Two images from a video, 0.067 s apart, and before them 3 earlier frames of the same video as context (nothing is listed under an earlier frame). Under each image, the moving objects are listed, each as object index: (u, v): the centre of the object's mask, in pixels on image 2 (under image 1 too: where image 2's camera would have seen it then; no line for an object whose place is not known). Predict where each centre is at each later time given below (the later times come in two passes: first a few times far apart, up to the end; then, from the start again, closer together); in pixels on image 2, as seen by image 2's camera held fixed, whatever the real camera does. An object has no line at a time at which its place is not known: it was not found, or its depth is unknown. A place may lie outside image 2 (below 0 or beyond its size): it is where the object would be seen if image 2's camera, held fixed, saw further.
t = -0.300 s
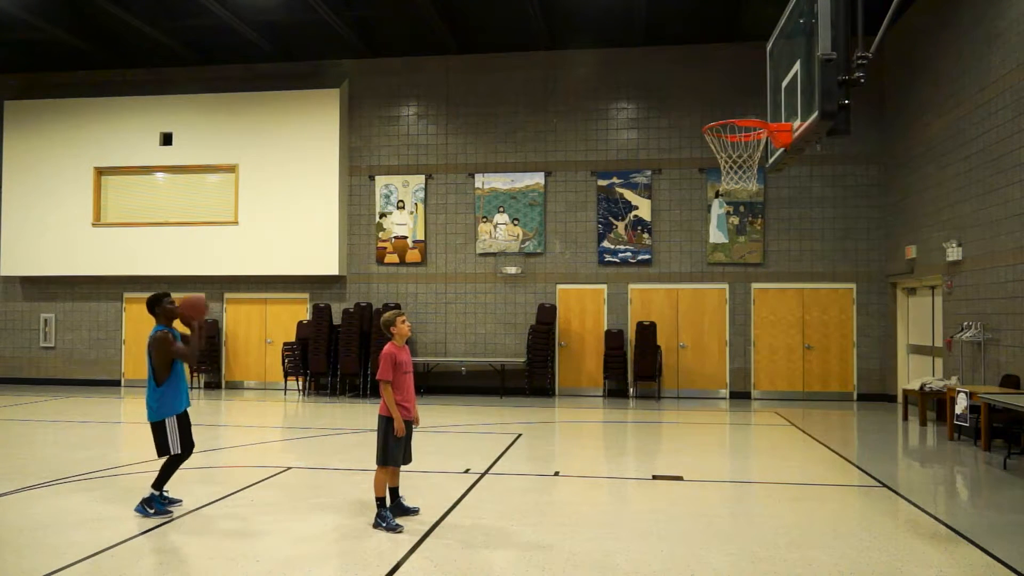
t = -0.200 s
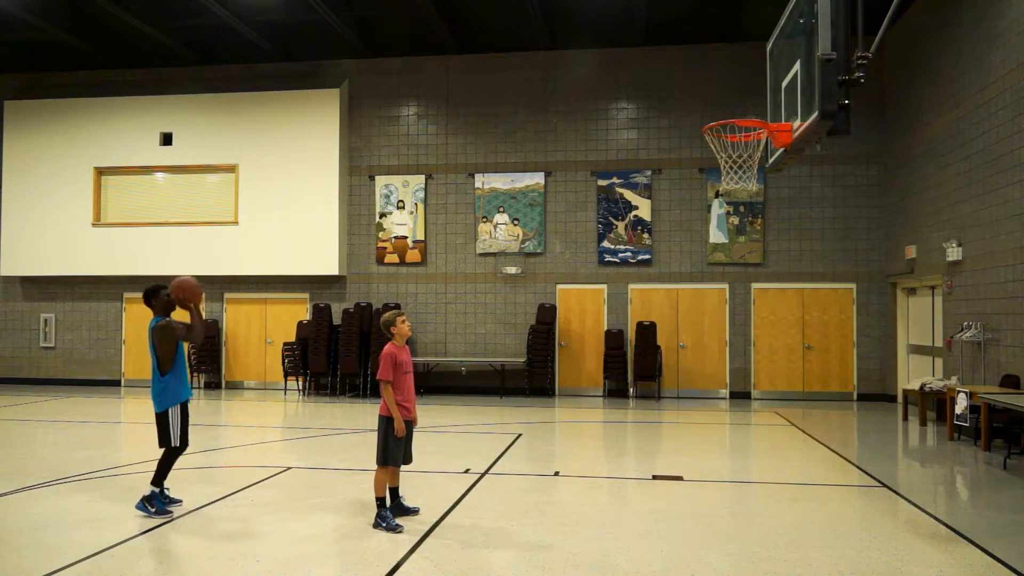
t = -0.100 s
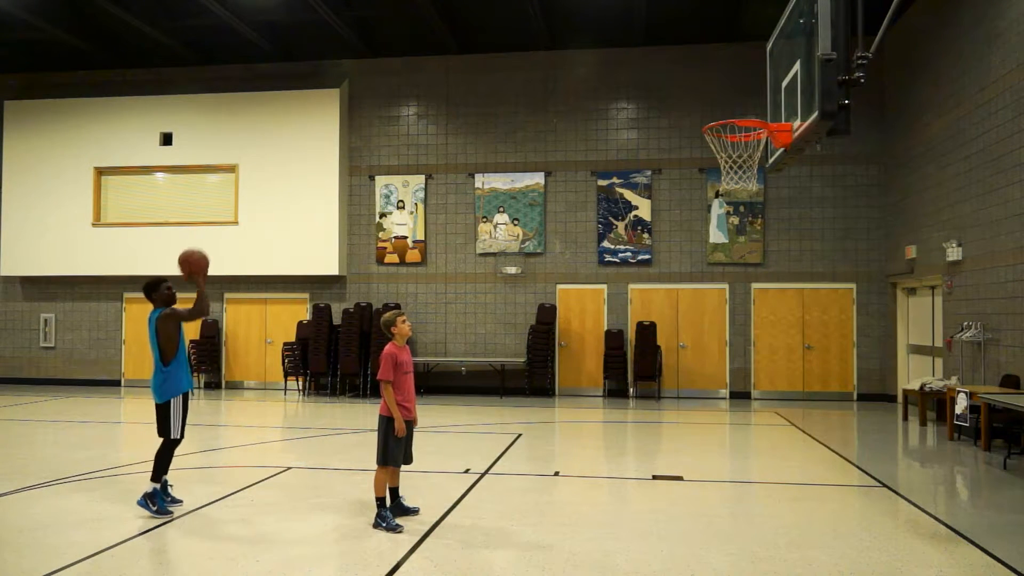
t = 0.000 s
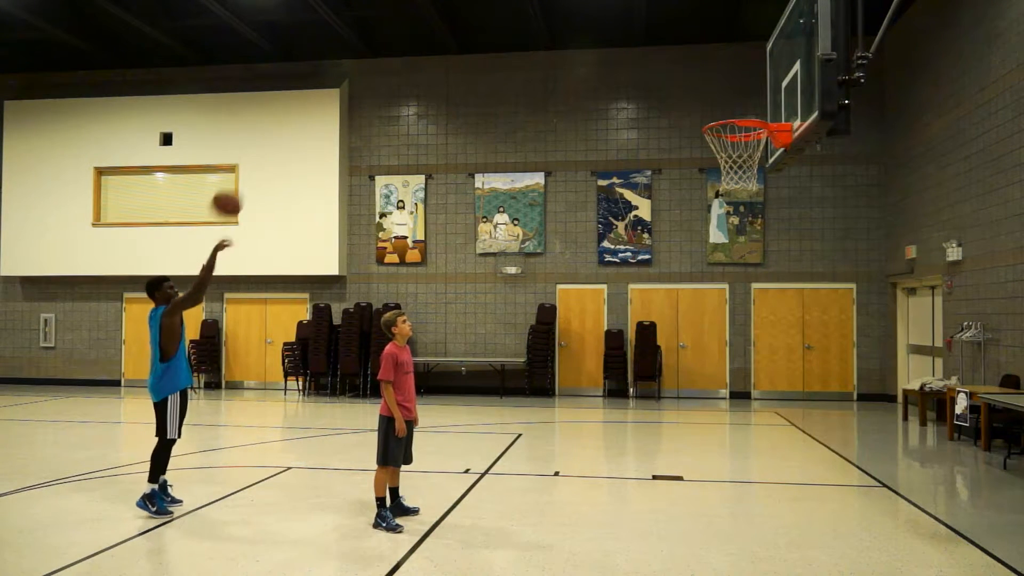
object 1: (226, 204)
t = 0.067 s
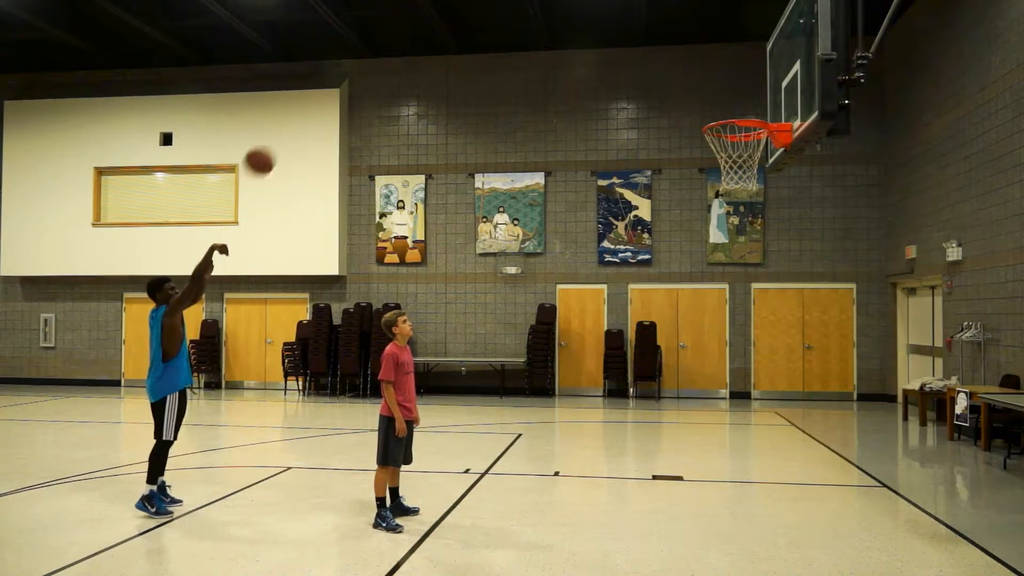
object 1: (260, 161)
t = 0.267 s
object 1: (357, 65)
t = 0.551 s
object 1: (496, 11)
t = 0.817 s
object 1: (630, 47)
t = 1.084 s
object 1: (760, 163)
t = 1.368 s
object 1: (823, 262)
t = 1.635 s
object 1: (885, 460)
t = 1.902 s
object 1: (891, 414)
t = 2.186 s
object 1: (878, 339)
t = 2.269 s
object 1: (875, 337)
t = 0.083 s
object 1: (267, 151)
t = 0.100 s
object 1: (276, 142)
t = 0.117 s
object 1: (284, 133)
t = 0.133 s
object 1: (292, 124)
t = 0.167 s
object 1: (308, 107)
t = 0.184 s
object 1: (317, 98)
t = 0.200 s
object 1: (325, 91)
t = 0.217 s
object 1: (333, 83)
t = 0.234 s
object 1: (341, 76)
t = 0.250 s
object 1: (349, 70)
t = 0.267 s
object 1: (357, 65)
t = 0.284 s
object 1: (365, 59)
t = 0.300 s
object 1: (374, 52)
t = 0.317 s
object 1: (383, 47)
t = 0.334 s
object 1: (390, 42)
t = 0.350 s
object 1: (399, 38)
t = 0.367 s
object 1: (406, 34)
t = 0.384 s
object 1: (415, 30)
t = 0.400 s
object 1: (423, 26)
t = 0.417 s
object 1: (431, 23)
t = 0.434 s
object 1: (439, 20)
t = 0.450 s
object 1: (447, 17)
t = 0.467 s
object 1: (456, 15)
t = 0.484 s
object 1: (463, 14)
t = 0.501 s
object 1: (472, 13)
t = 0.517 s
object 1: (480, 12)
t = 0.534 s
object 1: (488, 12)
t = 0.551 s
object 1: (496, 11)
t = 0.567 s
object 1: (505, 11)
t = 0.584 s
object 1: (513, 11)
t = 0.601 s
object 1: (521, 12)
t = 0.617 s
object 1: (529, 12)
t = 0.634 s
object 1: (537, 13)
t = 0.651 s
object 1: (546, 14)
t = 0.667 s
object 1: (554, 15)
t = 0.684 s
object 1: (562, 16)
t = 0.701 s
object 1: (571, 19)
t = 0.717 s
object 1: (579, 22)
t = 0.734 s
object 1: (587, 25)
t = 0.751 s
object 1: (596, 29)
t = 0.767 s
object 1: (604, 33)
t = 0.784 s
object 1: (613, 37)
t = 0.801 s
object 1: (621, 42)
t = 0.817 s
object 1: (630, 47)
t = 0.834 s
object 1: (638, 52)
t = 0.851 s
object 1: (647, 58)
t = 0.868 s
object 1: (655, 63)
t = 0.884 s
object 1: (664, 70)
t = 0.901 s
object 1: (672, 77)
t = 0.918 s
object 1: (680, 84)
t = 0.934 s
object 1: (688, 91)
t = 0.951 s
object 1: (697, 99)
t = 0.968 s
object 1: (705, 106)
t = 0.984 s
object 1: (712, 111)
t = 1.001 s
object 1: (719, 115)
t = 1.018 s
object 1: (730, 133)
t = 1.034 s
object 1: (740, 138)
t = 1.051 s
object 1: (752, 147)
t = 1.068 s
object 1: (758, 158)
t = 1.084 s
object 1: (760, 163)
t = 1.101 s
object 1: (765, 167)
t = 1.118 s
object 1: (770, 170)
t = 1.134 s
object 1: (773, 172)
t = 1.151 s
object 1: (776, 176)
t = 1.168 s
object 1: (780, 181)
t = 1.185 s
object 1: (783, 186)
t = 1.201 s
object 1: (787, 190)
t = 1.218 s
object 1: (790, 196)
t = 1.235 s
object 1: (794, 201)
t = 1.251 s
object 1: (797, 208)
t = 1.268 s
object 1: (801, 215)
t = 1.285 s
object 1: (804, 221)
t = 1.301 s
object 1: (808, 229)
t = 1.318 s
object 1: (812, 237)
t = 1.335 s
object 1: (815, 244)
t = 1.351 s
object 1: (819, 254)
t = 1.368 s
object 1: (823, 262)
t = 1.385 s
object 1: (827, 271)
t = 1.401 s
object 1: (830, 279)
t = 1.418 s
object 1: (834, 290)
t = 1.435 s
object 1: (837, 301)
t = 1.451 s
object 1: (842, 312)
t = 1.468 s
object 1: (845, 323)
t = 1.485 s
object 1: (849, 336)
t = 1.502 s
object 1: (852, 348)
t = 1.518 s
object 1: (856, 361)
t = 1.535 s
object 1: (861, 374)
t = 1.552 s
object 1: (865, 386)
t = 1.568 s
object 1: (869, 400)
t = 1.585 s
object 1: (872, 413)
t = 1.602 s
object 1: (877, 429)
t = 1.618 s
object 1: (880, 444)
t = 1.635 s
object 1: (885, 460)
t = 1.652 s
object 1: (889, 476)
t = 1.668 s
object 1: (893, 491)
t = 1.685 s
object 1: (896, 509)
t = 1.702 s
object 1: (900, 527)
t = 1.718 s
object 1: (900, 519)
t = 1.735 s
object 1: (900, 509)
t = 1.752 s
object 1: (899, 496)
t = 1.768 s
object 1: (898, 486)
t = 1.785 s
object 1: (897, 476)
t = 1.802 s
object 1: (896, 466)
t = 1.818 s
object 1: (896, 456)
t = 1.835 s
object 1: (895, 447)
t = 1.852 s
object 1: (894, 439)
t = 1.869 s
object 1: (893, 431)
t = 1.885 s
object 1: (892, 422)
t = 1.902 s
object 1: (891, 414)
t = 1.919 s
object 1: (890, 407)
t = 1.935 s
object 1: (889, 399)
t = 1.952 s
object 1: (889, 392)
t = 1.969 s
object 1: (888, 387)
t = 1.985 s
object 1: (888, 381)
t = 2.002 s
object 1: (887, 375)
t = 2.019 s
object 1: (886, 373)
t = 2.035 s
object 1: (887, 364)
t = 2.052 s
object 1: (885, 360)
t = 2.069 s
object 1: (885, 357)
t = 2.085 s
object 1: (884, 354)
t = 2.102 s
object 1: (883, 349)
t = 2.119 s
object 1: (882, 346)
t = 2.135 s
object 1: (881, 344)
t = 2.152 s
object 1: (880, 342)
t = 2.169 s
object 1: (879, 340)
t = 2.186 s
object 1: (878, 339)
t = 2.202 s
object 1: (877, 338)
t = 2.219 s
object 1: (876, 337)
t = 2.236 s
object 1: (876, 337)
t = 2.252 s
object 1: (876, 337)
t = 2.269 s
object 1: (875, 337)
